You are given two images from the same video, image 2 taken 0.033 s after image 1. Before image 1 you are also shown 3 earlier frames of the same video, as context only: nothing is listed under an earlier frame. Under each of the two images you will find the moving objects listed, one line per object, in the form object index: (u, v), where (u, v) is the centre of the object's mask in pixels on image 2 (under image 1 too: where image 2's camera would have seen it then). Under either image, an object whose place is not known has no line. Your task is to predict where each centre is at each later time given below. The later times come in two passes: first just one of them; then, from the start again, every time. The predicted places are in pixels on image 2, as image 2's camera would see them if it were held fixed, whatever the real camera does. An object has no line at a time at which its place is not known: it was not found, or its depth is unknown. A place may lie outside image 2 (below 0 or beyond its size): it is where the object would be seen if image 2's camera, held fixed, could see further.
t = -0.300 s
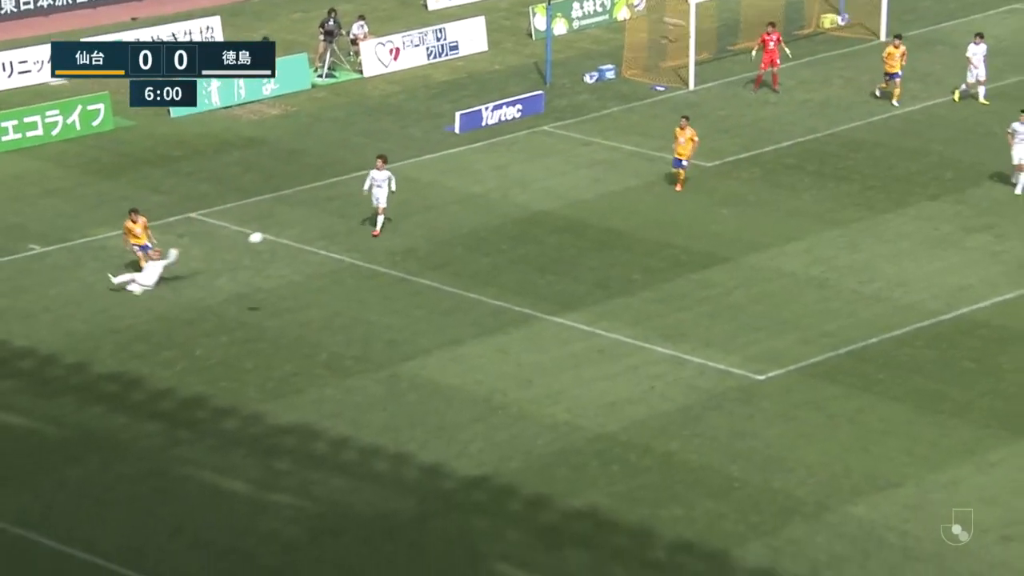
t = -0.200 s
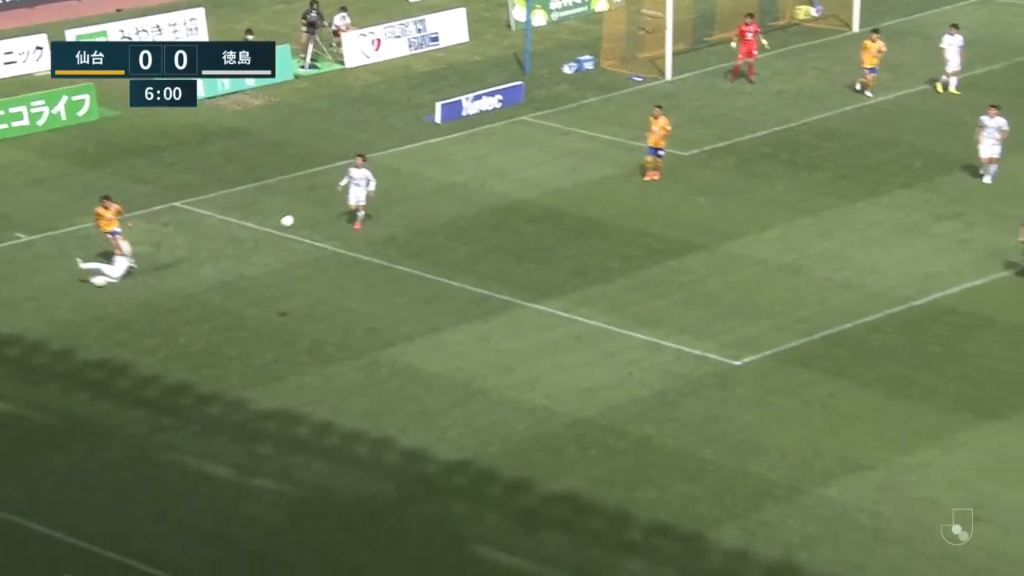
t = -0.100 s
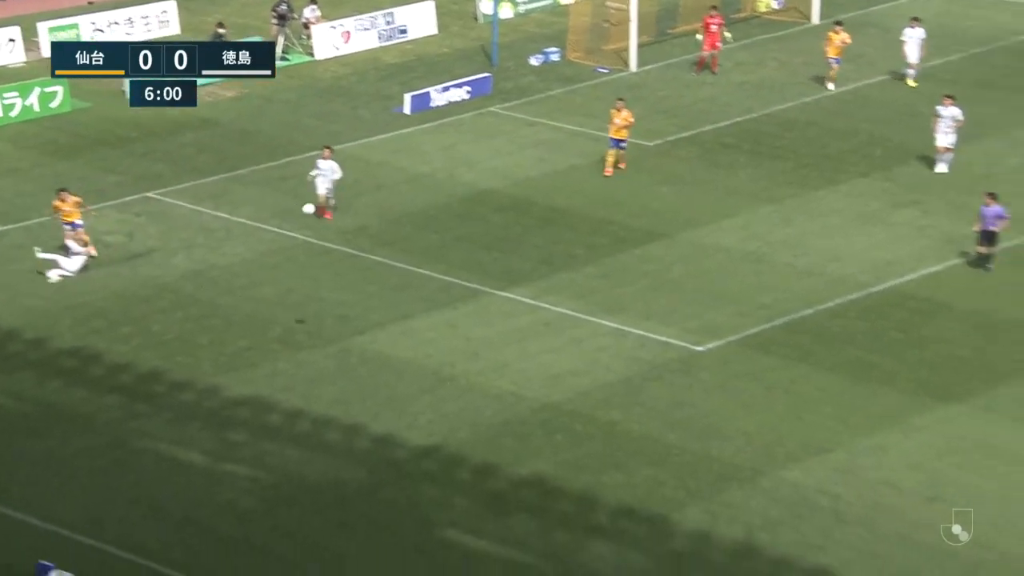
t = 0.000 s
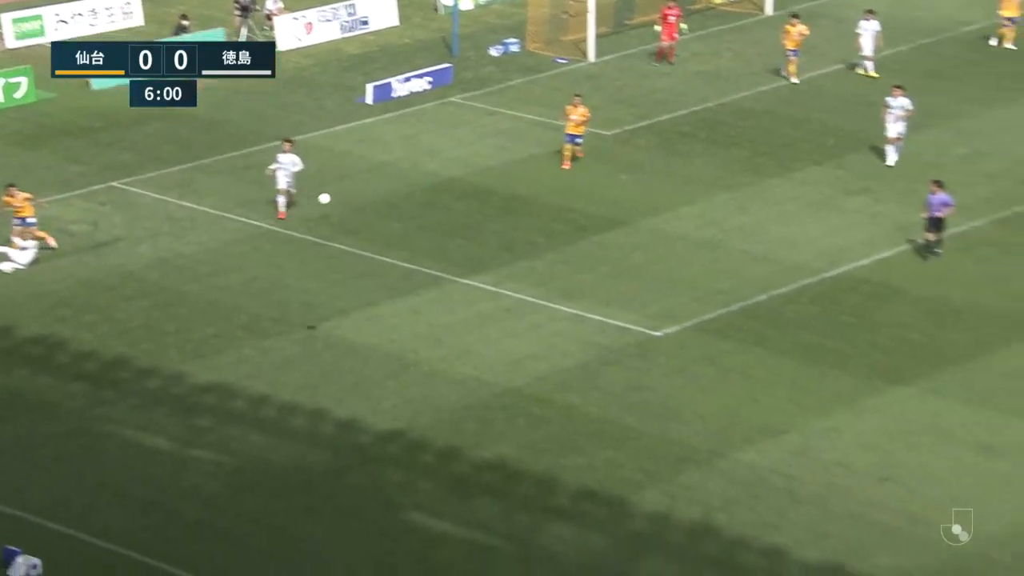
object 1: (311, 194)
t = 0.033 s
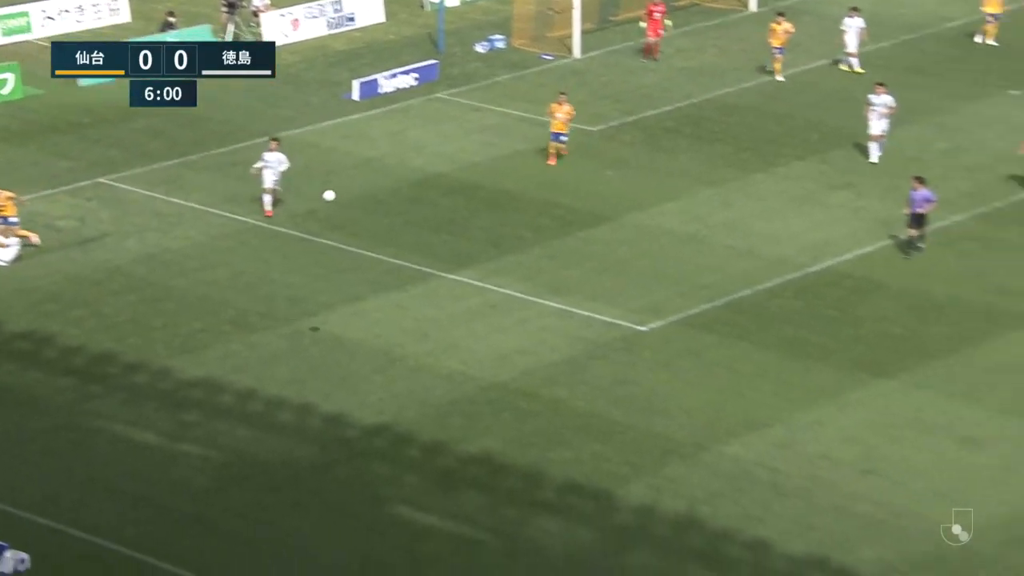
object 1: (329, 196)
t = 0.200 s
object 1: (423, 206)
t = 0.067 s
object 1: (347, 197)
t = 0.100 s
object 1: (366, 198)
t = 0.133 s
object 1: (384, 200)
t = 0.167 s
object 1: (403, 203)
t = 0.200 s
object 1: (423, 206)
